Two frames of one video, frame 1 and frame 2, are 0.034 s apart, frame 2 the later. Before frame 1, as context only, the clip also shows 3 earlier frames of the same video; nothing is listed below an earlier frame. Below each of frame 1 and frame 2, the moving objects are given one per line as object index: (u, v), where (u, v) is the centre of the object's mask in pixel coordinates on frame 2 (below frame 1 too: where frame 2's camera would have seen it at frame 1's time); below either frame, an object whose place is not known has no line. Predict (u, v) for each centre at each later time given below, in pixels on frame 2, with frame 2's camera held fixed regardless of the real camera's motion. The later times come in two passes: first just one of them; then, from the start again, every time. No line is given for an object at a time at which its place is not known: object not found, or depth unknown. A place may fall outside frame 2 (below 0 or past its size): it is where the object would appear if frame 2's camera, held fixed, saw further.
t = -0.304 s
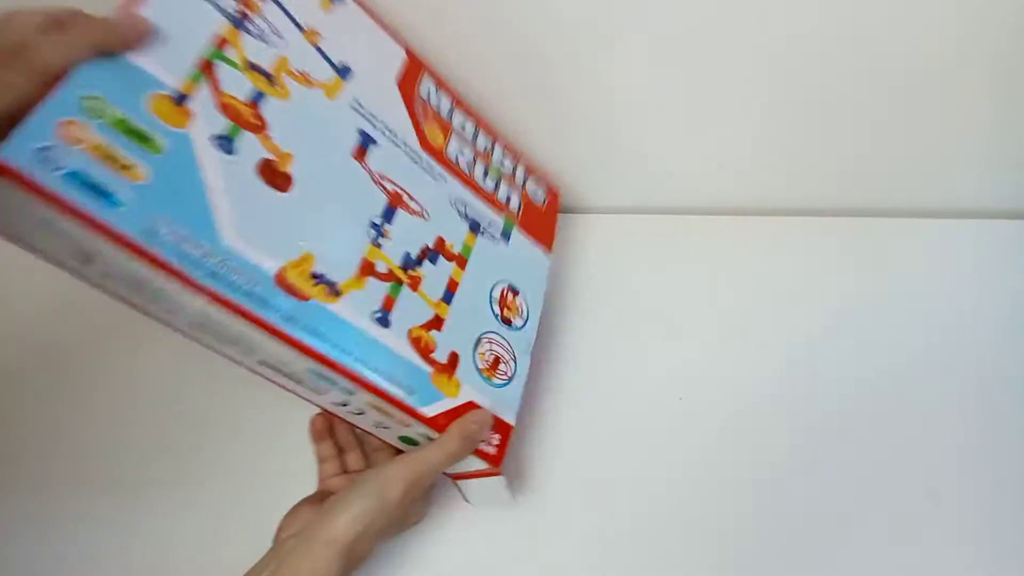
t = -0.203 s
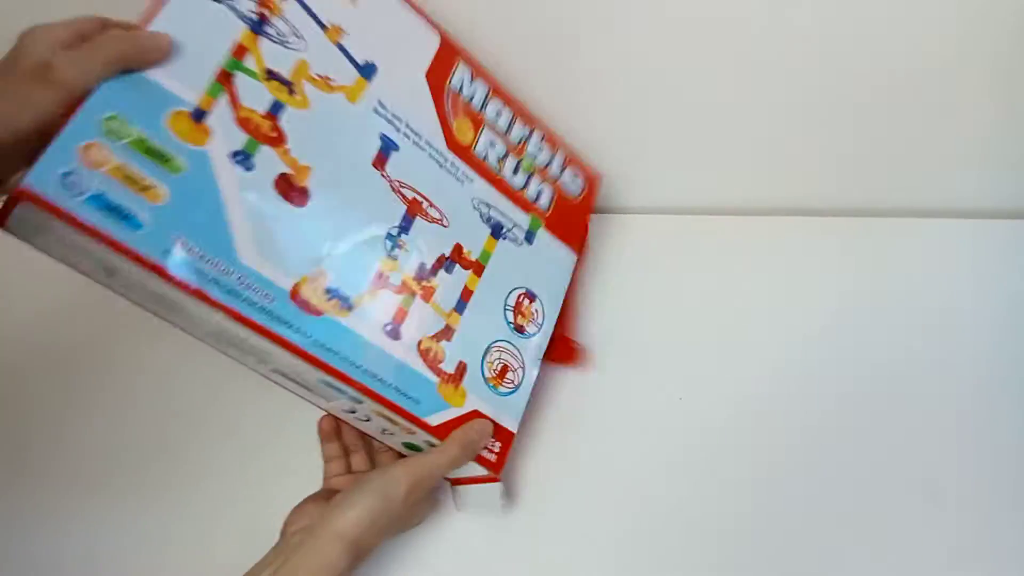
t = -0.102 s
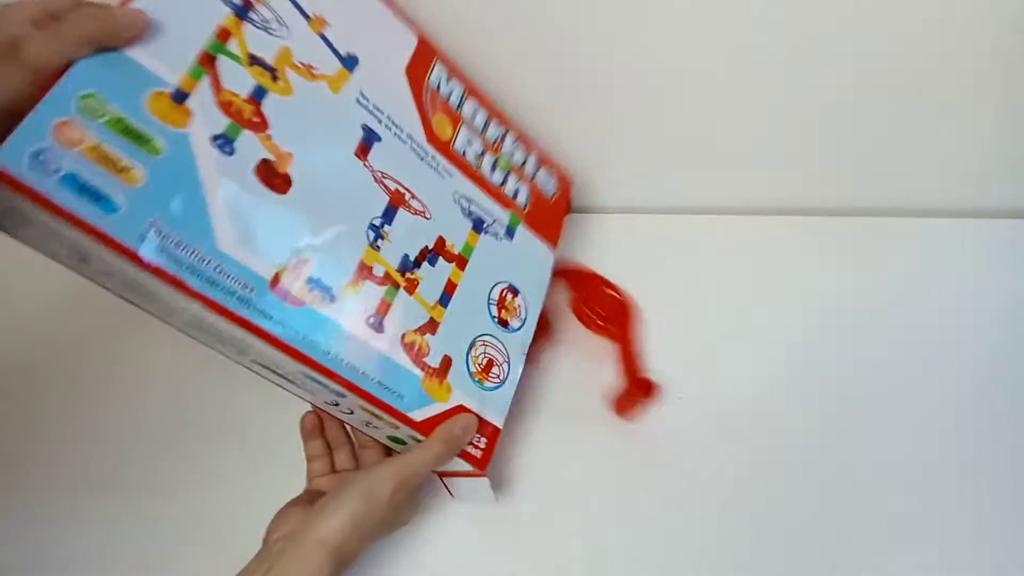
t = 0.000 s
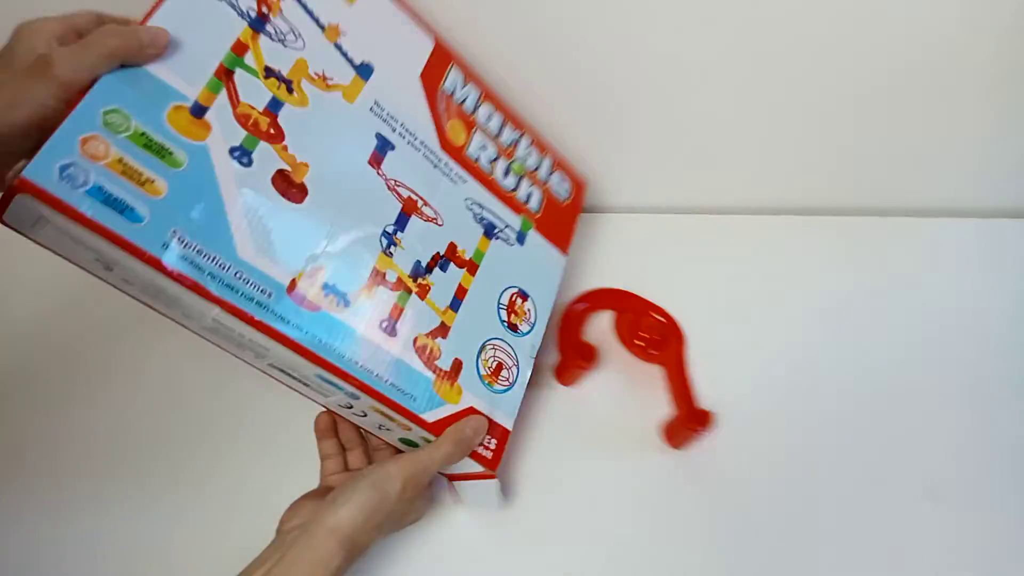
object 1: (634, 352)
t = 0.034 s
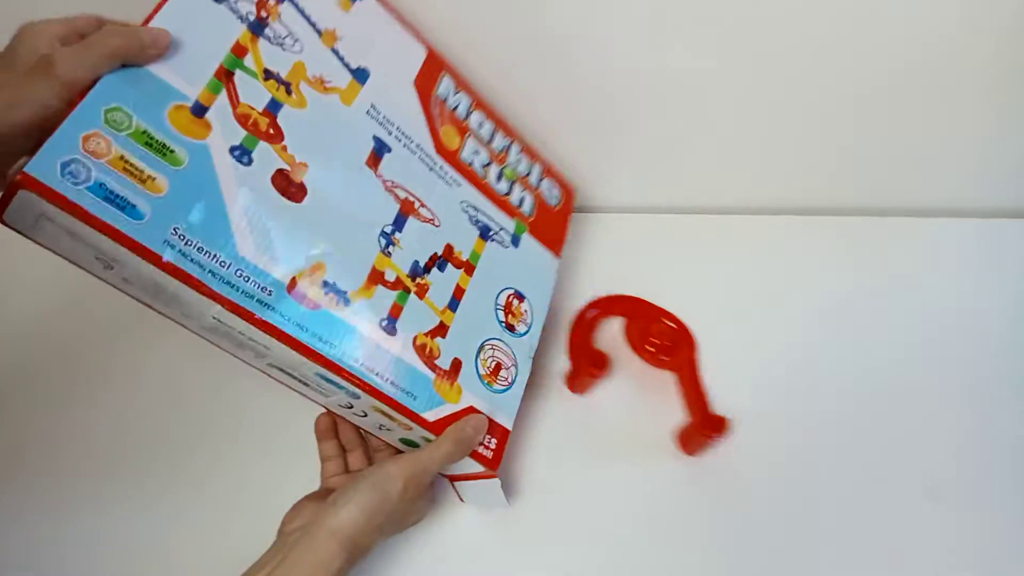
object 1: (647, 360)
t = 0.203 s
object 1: (683, 374)
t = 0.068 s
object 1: (657, 364)
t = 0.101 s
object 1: (667, 368)
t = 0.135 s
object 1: (675, 371)
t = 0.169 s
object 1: (680, 373)
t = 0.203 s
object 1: (683, 374)
